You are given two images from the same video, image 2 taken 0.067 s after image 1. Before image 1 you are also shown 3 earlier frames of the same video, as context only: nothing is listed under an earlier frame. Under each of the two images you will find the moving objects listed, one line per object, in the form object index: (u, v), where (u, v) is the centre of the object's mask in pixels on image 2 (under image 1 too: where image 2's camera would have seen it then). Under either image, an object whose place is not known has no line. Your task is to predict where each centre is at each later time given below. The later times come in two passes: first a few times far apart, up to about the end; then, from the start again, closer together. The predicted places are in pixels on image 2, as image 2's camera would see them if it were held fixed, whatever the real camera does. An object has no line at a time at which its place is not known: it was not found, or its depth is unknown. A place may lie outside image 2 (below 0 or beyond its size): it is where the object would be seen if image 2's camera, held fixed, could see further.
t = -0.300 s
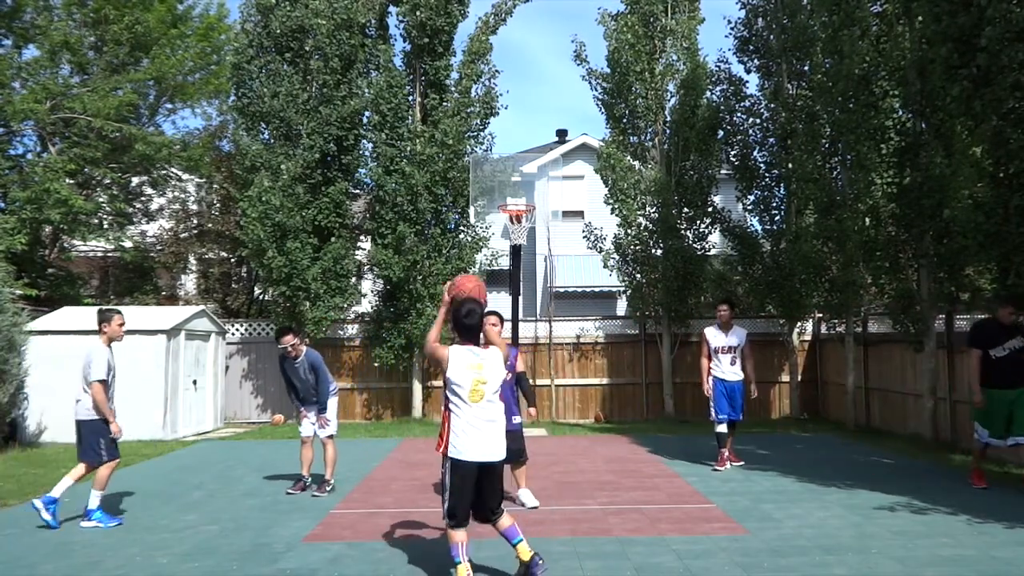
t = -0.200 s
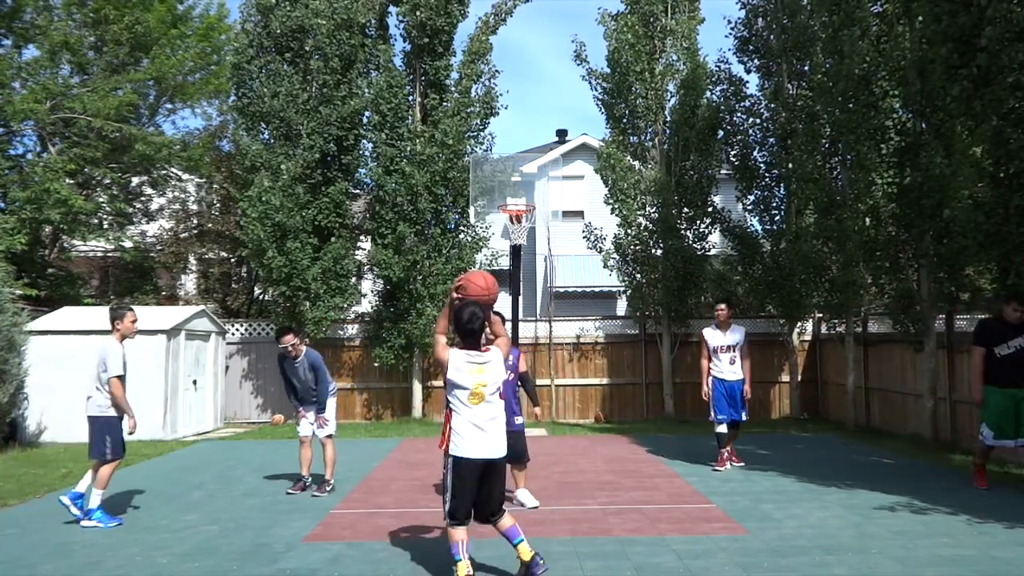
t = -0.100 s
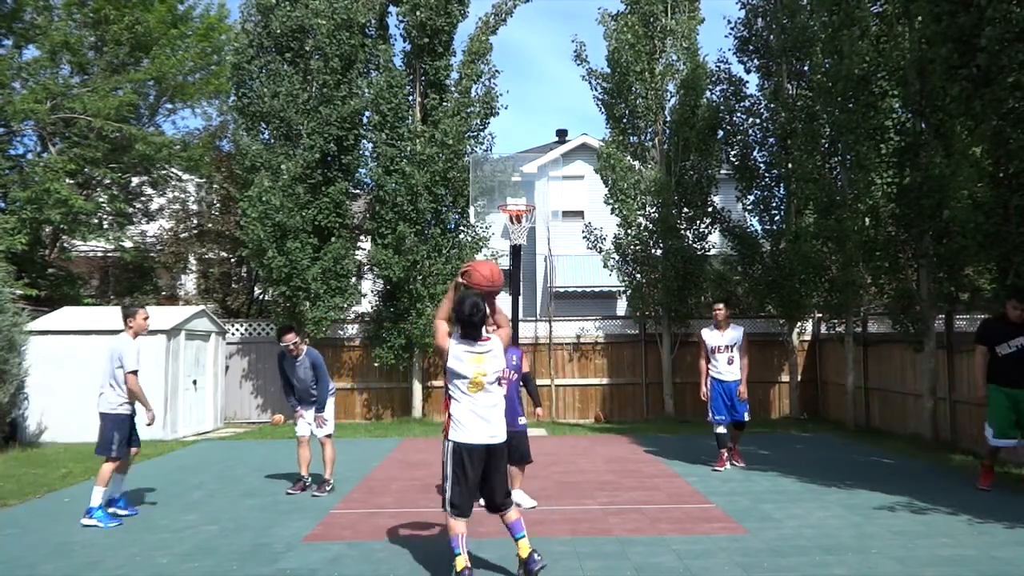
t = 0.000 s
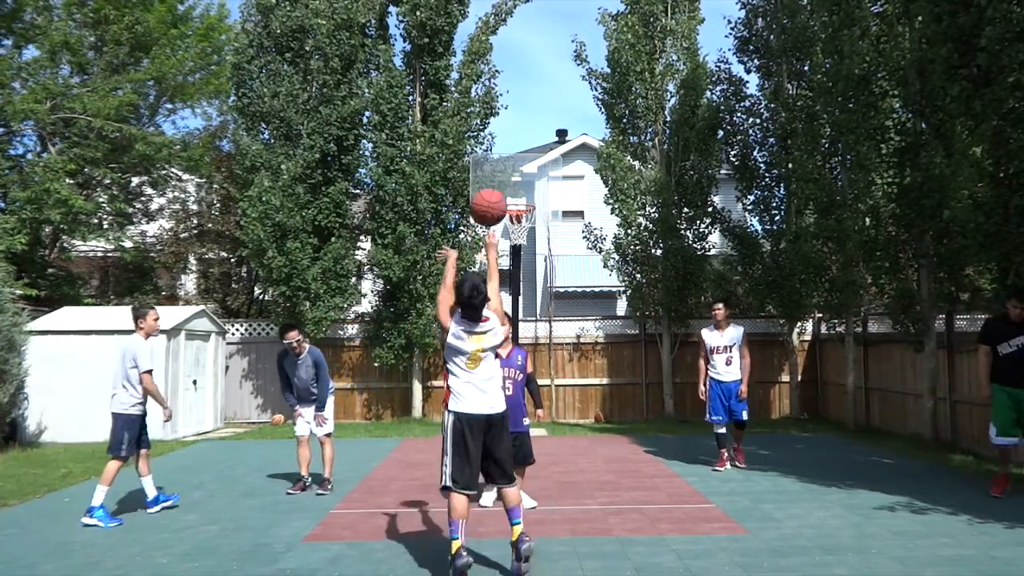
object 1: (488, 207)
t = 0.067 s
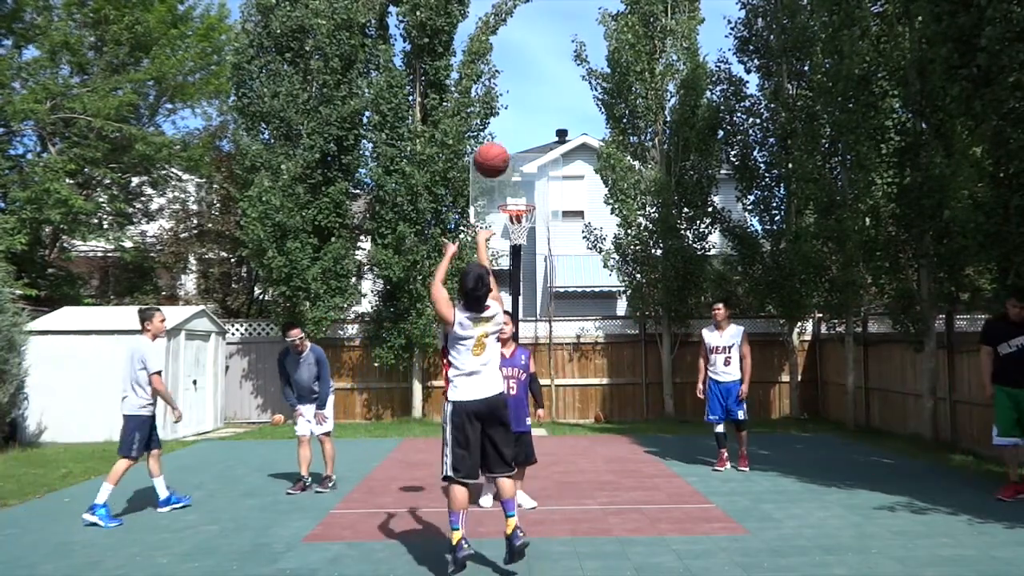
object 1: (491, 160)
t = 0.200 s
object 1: (497, 100)
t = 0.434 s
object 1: (504, 69)
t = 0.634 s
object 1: (508, 89)
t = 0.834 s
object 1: (512, 138)
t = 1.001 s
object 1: (515, 194)
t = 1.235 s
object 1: (516, 257)
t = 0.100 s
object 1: (493, 141)
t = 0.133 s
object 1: (494, 124)
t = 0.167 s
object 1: (496, 111)
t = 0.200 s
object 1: (497, 100)
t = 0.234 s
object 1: (498, 90)
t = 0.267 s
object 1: (499, 83)
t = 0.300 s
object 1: (500, 77)
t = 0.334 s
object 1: (501, 73)
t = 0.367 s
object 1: (502, 70)
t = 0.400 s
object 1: (503, 69)
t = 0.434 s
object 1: (504, 69)
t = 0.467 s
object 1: (505, 70)
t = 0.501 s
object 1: (506, 72)
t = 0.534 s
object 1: (506, 75)
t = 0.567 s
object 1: (507, 79)
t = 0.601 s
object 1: (508, 84)
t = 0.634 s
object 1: (508, 89)
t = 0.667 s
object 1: (509, 96)
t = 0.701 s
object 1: (509, 103)
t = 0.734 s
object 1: (510, 111)
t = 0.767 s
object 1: (511, 119)
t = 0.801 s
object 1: (511, 128)
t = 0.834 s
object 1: (512, 138)
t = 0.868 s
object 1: (512, 148)
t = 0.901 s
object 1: (513, 159)
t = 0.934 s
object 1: (514, 170)
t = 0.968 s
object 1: (514, 182)
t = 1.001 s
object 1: (515, 194)
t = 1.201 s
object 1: (516, 248)
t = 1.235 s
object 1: (516, 257)
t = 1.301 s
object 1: (517, 276)
